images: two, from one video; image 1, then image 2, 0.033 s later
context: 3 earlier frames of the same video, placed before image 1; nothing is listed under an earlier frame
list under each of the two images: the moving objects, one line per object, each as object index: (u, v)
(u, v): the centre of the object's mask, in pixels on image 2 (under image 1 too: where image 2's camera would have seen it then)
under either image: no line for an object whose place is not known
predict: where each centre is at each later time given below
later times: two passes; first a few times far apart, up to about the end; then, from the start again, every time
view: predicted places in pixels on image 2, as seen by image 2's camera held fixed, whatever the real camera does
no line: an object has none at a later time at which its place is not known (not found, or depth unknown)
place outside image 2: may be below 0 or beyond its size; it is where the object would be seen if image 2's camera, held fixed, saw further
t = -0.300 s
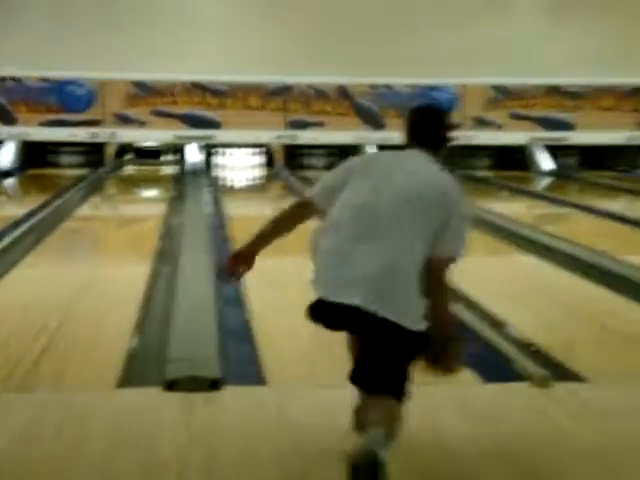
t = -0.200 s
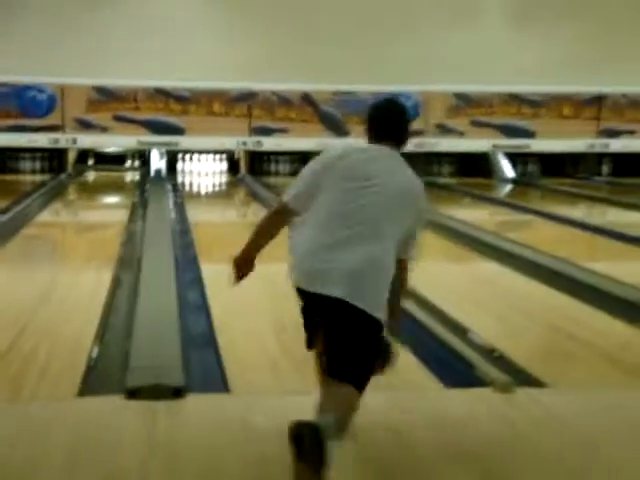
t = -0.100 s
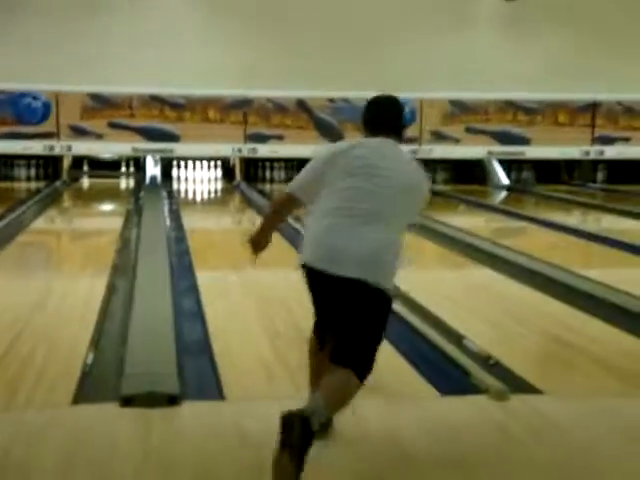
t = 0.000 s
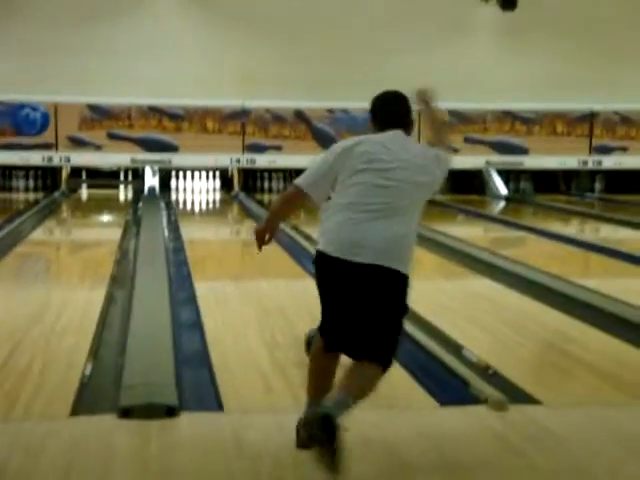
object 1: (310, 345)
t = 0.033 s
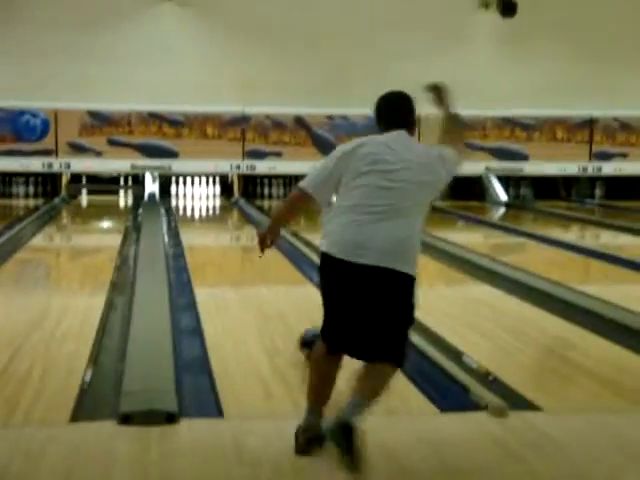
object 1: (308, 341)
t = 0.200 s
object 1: (294, 313)
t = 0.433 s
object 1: (271, 282)
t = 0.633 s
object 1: (256, 261)
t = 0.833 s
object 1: (245, 246)
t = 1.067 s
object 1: (235, 231)
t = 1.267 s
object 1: (227, 223)
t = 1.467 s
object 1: (221, 216)
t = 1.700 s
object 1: (217, 209)
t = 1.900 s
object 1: (212, 204)
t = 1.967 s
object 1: (208, 202)
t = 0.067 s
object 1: (308, 336)
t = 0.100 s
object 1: (307, 331)
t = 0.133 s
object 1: (303, 325)
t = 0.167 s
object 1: (298, 318)
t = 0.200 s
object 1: (294, 313)
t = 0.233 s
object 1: (290, 307)
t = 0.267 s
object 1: (287, 302)
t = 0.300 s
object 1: (284, 298)
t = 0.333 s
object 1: (280, 293)
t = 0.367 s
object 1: (277, 289)
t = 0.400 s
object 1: (274, 285)
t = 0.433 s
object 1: (271, 282)
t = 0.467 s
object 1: (269, 278)
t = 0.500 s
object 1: (266, 274)
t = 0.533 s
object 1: (263, 271)
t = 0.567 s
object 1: (261, 268)
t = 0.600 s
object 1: (259, 266)
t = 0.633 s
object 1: (256, 261)
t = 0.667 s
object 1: (254, 259)
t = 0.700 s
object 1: (252, 256)
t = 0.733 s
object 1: (250, 253)
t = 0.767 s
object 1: (248, 251)
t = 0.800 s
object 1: (247, 248)
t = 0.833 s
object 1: (245, 246)
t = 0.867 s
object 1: (244, 244)
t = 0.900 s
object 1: (242, 242)
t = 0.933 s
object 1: (241, 241)
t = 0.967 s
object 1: (240, 239)
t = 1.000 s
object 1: (238, 236)
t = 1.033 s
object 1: (235, 232)
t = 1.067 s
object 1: (235, 231)
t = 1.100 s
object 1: (234, 231)
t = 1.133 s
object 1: (233, 229)
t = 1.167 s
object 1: (231, 228)
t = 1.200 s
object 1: (231, 227)
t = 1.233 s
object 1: (229, 226)
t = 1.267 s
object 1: (227, 223)
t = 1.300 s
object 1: (225, 221)
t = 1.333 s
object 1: (224, 220)
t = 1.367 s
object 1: (224, 219)
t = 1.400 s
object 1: (222, 218)
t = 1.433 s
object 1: (222, 219)
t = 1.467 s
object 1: (221, 216)
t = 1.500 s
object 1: (221, 215)
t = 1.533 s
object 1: (220, 215)
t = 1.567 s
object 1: (218, 213)
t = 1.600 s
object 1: (218, 212)
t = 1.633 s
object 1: (218, 211)
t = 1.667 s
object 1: (217, 209)
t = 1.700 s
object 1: (217, 209)
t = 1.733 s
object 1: (215, 209)
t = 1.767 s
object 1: (212, 207)
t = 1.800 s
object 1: (212, 207)
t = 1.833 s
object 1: (211, 206)
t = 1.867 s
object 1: (212, 206)
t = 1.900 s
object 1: (212, 204)
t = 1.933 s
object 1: (210, 203)
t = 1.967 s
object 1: (208, 202)
